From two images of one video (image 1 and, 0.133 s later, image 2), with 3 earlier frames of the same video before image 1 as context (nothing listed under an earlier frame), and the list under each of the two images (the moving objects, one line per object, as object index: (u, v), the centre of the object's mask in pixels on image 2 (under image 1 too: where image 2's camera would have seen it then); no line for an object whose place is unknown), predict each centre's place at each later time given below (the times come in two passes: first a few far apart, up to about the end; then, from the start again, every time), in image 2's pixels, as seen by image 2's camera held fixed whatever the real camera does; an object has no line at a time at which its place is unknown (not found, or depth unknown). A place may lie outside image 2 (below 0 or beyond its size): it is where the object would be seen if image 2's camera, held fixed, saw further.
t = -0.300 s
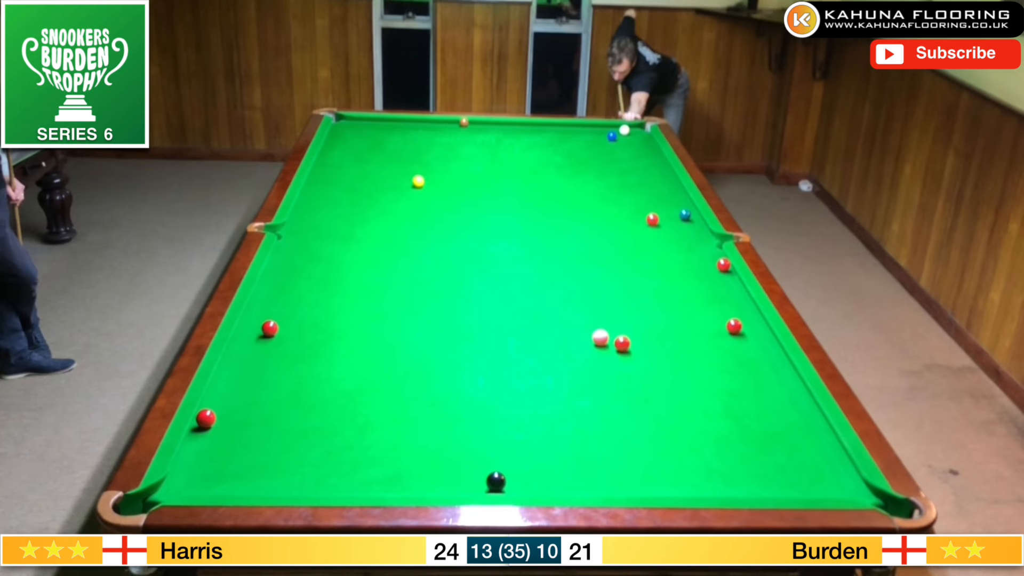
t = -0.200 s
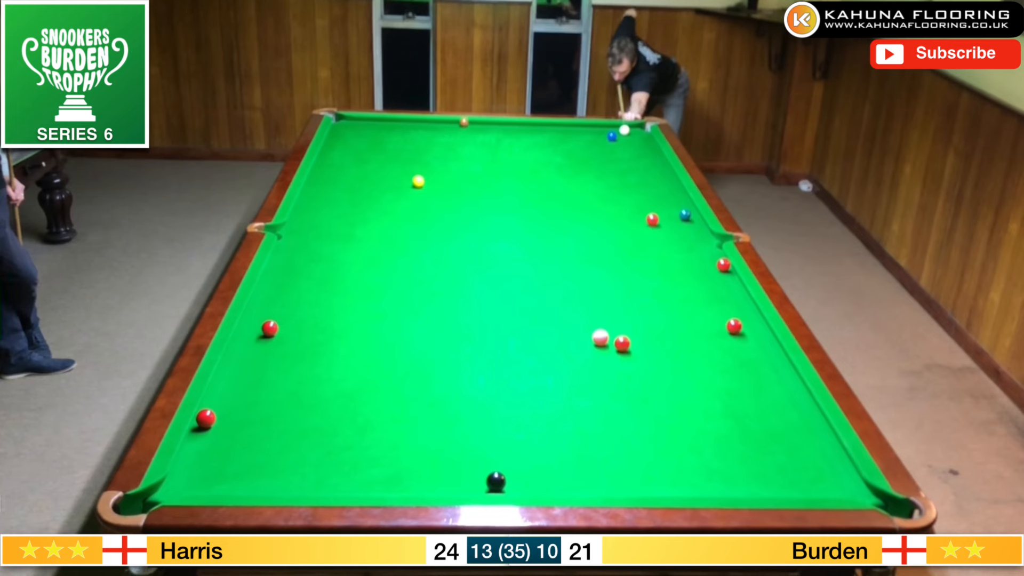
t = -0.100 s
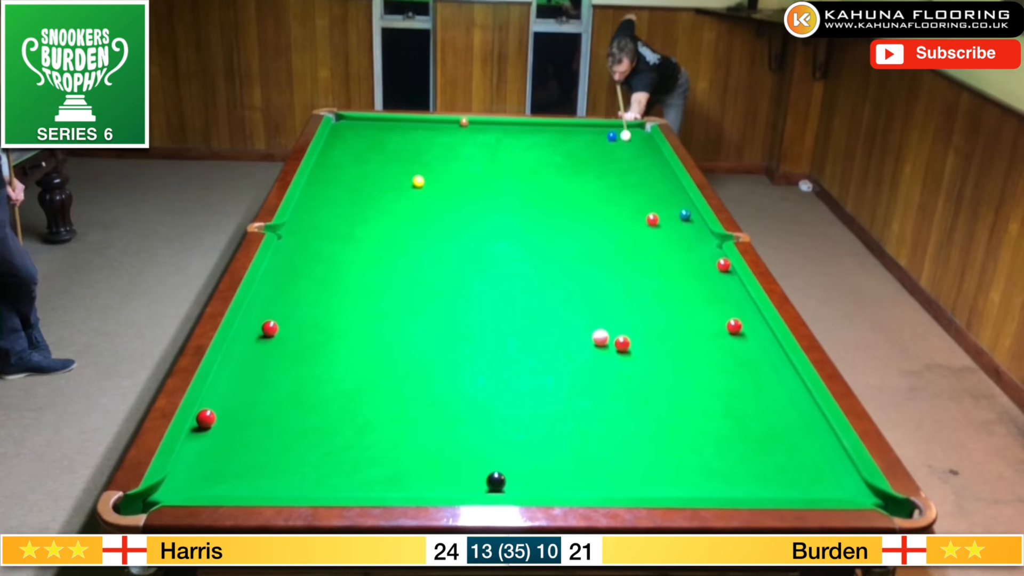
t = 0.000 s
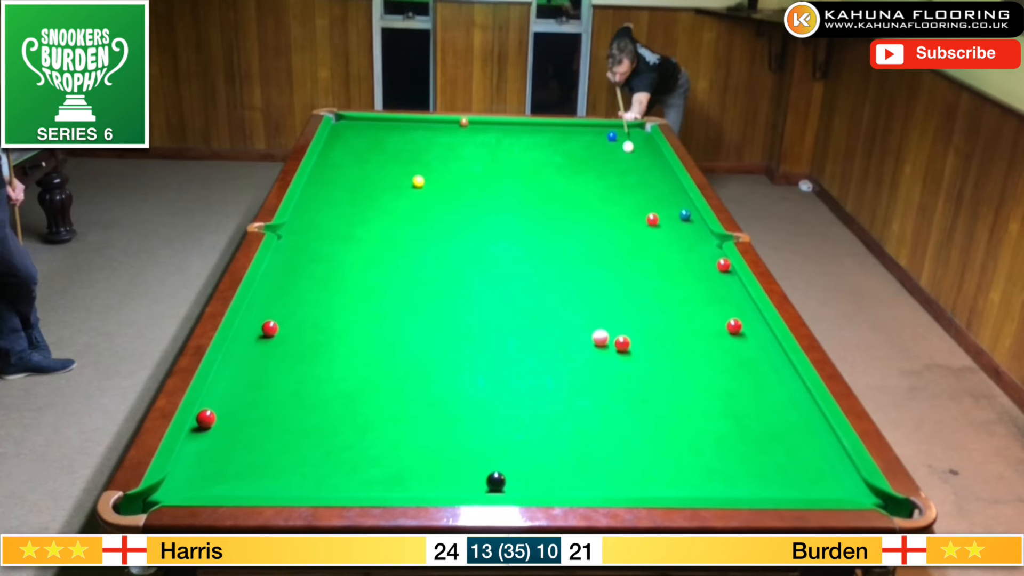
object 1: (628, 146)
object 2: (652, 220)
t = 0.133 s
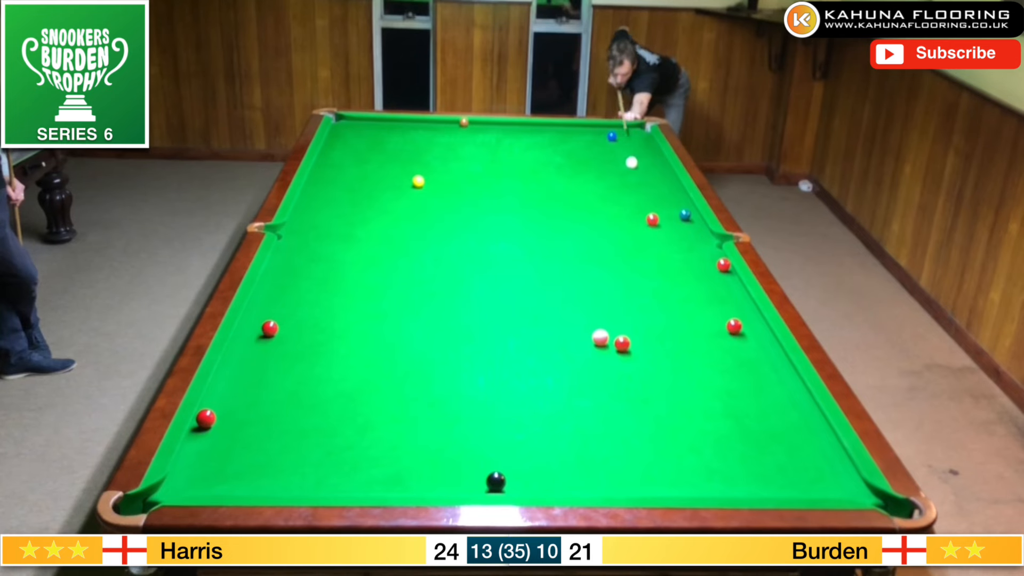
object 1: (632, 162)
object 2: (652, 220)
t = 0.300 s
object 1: (637, 184)
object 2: (652, 220)
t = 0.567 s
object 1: (632, 220)
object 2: (667, 226)
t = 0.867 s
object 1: (583, 247)
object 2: (709, 247)
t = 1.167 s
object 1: (531, 278)
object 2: (671, 253)
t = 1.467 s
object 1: (472, 314)
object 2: (634, 259)
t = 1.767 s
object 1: (403, 356)
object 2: (597, 265)
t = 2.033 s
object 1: (332, 399)
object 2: (566, 269)
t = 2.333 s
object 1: (239, 456)
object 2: (532, 275)
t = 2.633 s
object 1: (135, 513)
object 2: (500, 279)
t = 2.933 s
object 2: (470, 284)
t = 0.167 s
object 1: (633, 166)
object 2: (652, 220)
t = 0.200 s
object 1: (634, 171)
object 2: (652, 220)
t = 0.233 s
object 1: (635, 175)
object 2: (652, 220)
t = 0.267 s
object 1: (636, 180)
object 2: (652, 220)
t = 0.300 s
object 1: (637, 184)
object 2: (652, 220)
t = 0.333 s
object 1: (638, 189)
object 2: (652, 220)
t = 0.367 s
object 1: (639, 194)
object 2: (652, 220)
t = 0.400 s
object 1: (640, 199)
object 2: (652, 220)
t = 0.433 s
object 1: (641, 204)
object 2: (652, 220)
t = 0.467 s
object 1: (642, 209)
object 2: (652, 220)
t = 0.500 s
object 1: (643, 214)
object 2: (653, 220)
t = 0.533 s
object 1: (638, 218)
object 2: (659, 222)
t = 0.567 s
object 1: (632, 220)
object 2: (667, 226)
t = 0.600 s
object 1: (626, 222)
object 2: (674, 229)
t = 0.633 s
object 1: (620, 225)
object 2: (681, 232)
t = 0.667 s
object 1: (615, 228)
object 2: (688, 235)
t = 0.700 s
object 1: (610, 231)
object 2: (694, 237)
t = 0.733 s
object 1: (605, 234)
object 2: (700, 240)
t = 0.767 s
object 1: (600, 237)
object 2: (706, 242)
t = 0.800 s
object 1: (594, 240)
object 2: (713, 245)
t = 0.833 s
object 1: (589, 244)
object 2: (715, 247)
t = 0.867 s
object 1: (583, 247)
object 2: (709, 247)
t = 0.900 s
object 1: (578, 250)
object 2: (705, 248)
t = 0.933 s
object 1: (572, 254)
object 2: (700, 249)
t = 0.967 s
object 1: (567, 257)
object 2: (696, 249)
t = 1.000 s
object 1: (561, 261)
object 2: (692, 250)
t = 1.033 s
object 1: (555, 264)
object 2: (688, 251)
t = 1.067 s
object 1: (549, 268)
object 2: (683, 252)
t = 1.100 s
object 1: (543, 271)
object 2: (679, 252)
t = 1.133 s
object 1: (537, 275)
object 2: (675, 253)
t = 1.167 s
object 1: (531, 278)
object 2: (671, 253)
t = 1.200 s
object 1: (525, 282)
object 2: (666, 254)
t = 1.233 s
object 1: (519, 286)
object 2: (662, 255)
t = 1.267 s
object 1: (512, 290)
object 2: (658, 255)
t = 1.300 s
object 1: (506, 294)
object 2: (654, 256)
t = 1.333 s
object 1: (499, 298)
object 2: (650, 257)
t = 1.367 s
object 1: (492, 302)
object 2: (646, 258)
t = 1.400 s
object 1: (486, 306)
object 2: (641, 258)
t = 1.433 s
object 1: (479, 310)
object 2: (637, 259)
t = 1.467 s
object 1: (472, 314)
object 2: (634, 259)
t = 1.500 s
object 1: (465, 319)
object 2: (629, 260)
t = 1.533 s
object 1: (457, 323)
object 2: (625, 261)
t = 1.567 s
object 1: (450, 327)
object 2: (621, 261)
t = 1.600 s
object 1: (442, 332)
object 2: (617, 262)
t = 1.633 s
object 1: (435, 336)
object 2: (613, 262)
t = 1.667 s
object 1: (427, 341)
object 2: (609, 263)
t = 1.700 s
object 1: (419, 346)
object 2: (605, 264)
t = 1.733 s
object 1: (411, 351)
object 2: (601, 264)
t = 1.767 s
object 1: (403, 356)
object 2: (597, 265)
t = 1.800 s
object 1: (395, 360)
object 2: (593, 265)
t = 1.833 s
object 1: (386, 366)
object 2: (589, 266)
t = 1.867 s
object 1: (378, 371)
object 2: (585, 267)
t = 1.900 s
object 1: (369, 377)
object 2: (581, 267)
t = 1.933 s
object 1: (360, 382)
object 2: (578, 268)
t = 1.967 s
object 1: (351, 388)
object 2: (574, 268)
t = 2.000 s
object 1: (342, 393)
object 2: (570, 269)
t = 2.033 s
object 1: (332, 399)
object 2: (566, 269)
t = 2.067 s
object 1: (323, 405)
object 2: (562, 270)
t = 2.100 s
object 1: (313, 411)
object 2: (559, 271)
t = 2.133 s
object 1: (303, 417)
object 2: (555, 271)
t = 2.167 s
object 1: (293, 423)
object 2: (551, 272)
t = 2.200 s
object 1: (282, 430)
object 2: (547, 273)
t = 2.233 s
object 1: (272, 436)
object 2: (543, 273)
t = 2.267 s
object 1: (261, 443)
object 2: (540, 274)
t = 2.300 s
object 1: (251, 449)
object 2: (536, 274)
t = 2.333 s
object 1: (239, 456)
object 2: (532, 275)
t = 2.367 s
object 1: (228, 463)
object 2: (529, 275)
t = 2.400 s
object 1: (217, 470)
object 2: (525, 276)
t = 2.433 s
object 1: (205, 477)
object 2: (522, 276)
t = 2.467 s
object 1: (193, 483)
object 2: (518, 277)
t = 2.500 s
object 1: (181, 489)
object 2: (515, 277)
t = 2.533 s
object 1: (165, 495)
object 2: (511, 278)
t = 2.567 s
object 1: (154, 501)
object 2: (507, 279)
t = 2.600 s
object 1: (143, 507)
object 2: (504, 279)
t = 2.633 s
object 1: (135, 513)
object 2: (500, 279)
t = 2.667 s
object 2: (497, 280)
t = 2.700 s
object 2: (493, 281)
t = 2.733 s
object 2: (490, 281)
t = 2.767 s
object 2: (486, 282)
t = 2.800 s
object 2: (483, 282)
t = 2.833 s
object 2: (480, 283)
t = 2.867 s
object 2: (476, 283)
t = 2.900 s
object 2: (473, 284)
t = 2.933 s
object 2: (470, 284)
